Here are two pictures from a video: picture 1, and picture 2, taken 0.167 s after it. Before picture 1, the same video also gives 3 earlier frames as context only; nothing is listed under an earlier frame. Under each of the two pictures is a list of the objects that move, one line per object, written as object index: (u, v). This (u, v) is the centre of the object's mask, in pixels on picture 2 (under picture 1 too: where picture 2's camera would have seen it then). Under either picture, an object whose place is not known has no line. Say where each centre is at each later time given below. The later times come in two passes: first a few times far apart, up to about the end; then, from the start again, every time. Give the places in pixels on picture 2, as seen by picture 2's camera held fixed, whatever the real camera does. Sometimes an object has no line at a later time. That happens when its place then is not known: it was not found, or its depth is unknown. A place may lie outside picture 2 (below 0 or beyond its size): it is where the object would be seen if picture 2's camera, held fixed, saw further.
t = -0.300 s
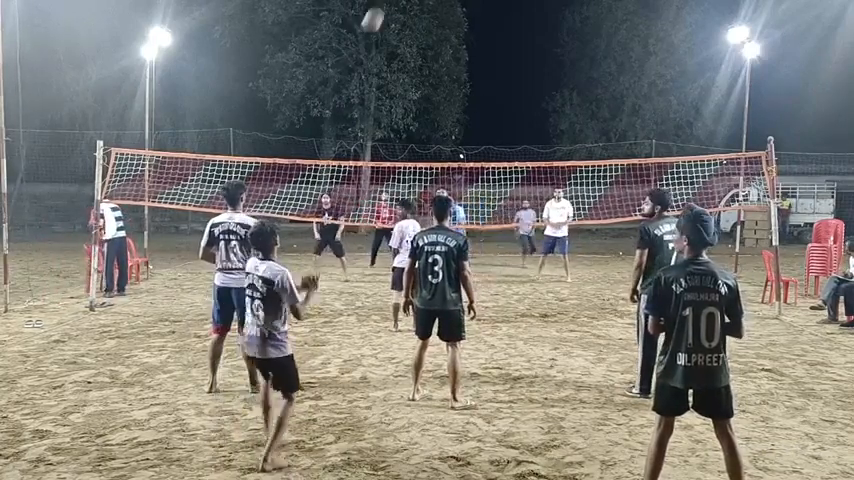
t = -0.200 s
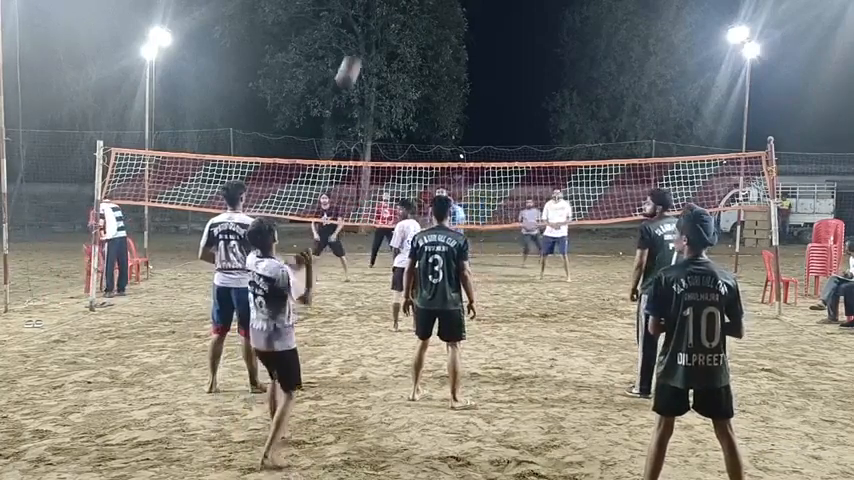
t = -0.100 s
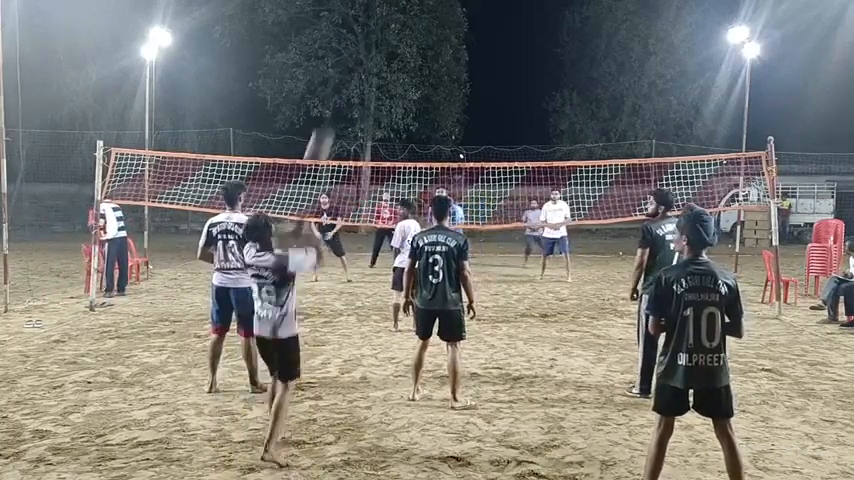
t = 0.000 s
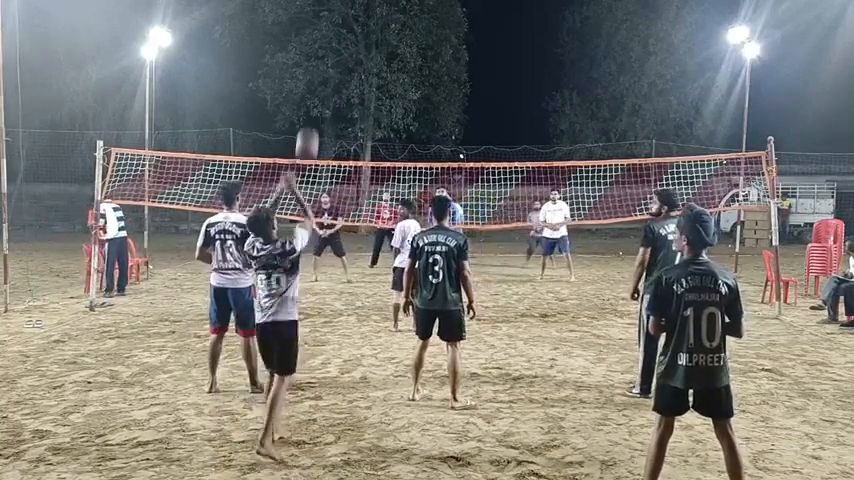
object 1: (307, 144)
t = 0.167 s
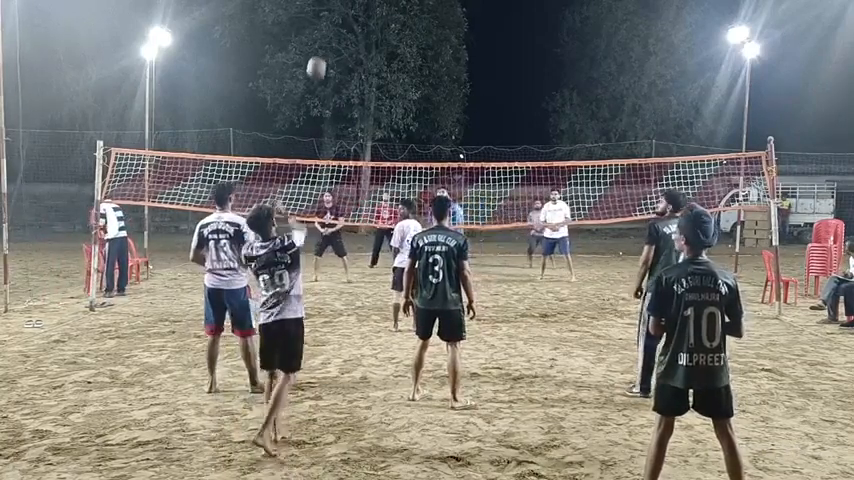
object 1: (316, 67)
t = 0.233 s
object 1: (319, 52)
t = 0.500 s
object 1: (329, 47)
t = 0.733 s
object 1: (336, 84)
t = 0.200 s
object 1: (318, 59)
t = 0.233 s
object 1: (319, 52)
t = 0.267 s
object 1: (321, 48)
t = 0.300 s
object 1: (322, 45)
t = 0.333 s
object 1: (323, 43)
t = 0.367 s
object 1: (324, 41)
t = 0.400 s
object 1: (325, 41)
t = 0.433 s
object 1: (327, 42)
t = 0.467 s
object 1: (328, 44)
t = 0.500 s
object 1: (329, 47)
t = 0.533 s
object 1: (330, 50)
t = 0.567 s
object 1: (331, 55)
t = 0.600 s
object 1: (332, 60)
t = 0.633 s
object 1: (333, 65)
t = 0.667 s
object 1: (334, 70)
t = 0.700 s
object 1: (335, 78)
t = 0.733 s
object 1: (336, 84)
